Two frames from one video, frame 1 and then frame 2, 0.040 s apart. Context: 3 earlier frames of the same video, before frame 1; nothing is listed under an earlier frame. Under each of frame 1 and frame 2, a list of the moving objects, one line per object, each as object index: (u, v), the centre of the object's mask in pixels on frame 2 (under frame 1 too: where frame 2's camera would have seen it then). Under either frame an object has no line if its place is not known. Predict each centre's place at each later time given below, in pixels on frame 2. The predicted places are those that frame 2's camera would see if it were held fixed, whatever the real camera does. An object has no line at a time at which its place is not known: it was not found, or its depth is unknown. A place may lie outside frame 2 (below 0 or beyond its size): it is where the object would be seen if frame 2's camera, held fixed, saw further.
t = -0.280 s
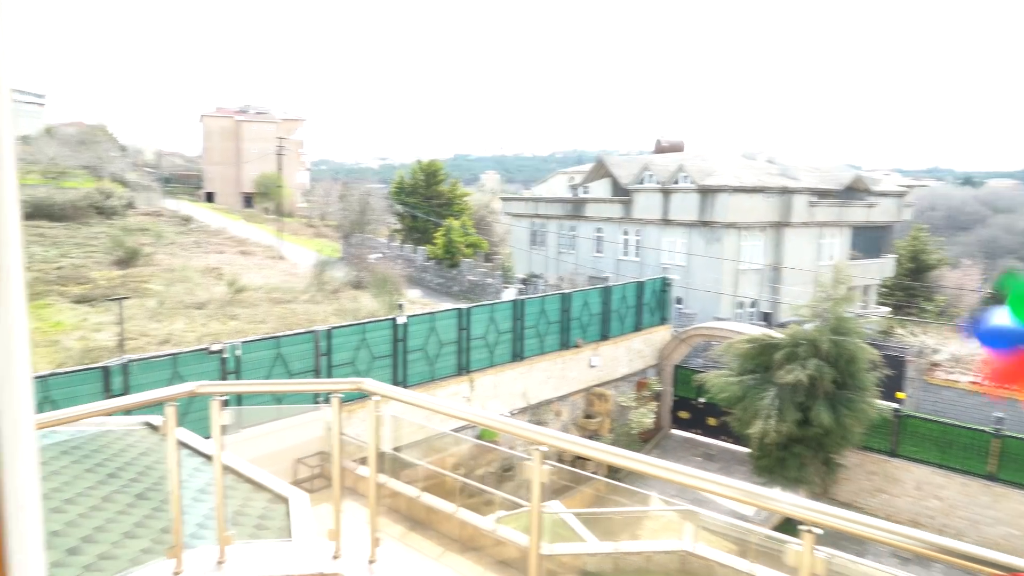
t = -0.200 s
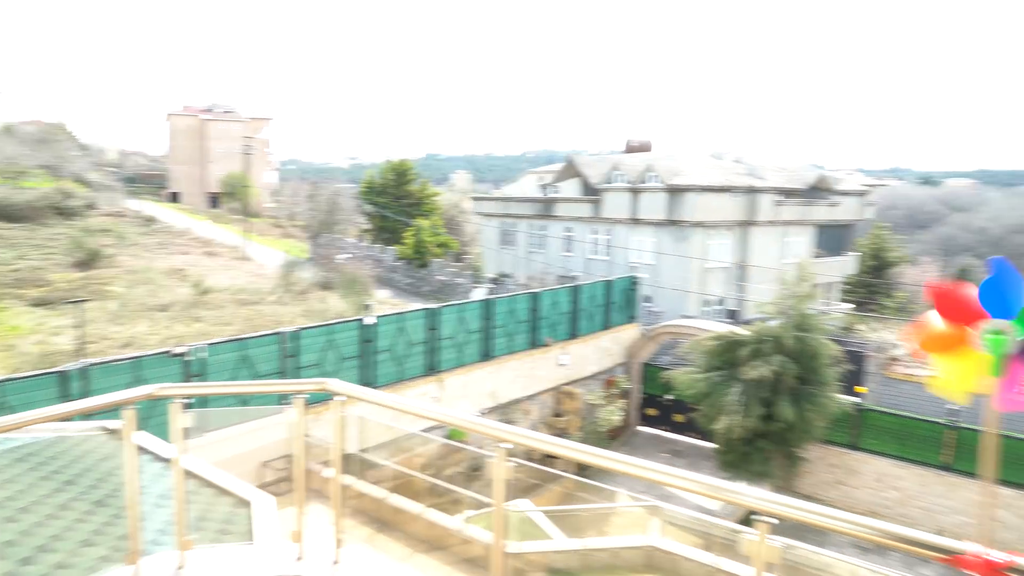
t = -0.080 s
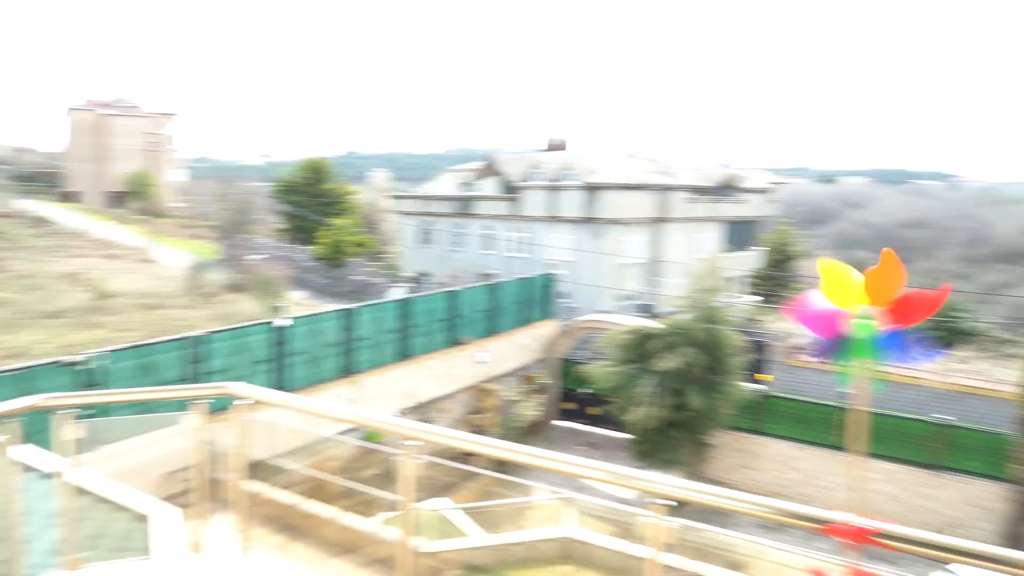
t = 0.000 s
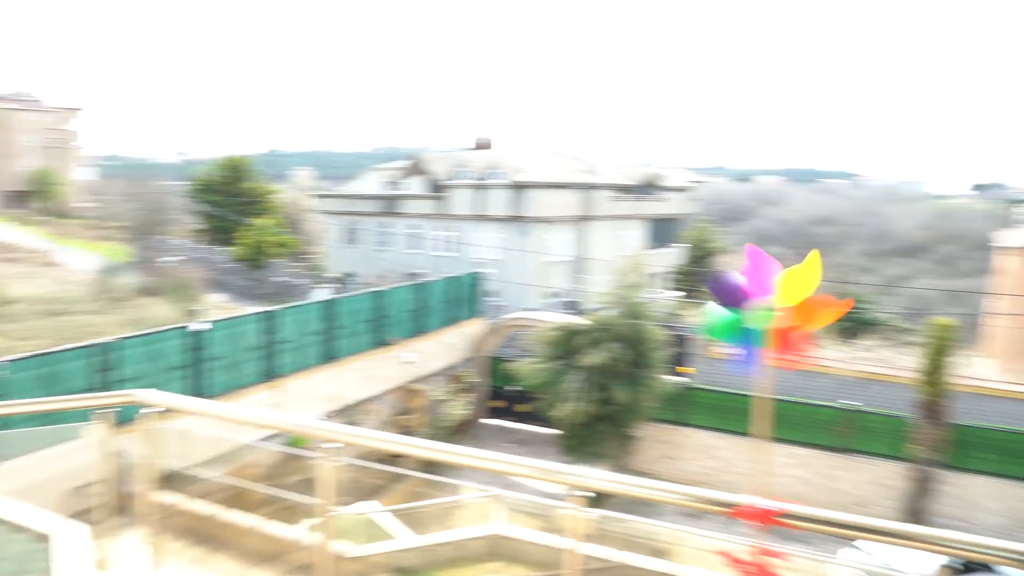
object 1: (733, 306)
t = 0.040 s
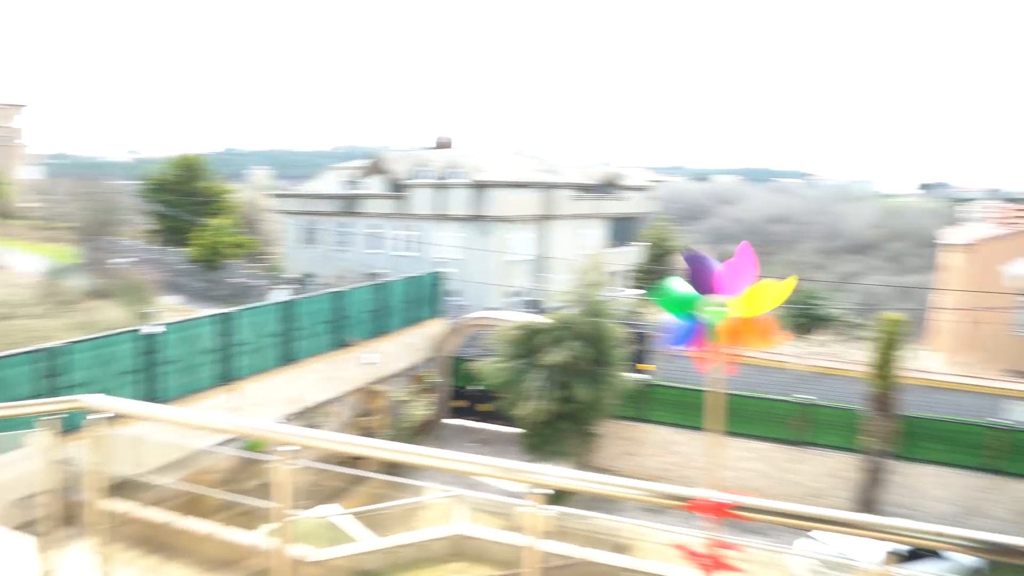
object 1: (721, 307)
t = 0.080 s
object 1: (711, 310)
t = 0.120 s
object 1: (700, 312)
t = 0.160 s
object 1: (690, 310)
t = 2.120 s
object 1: (688, 291)
